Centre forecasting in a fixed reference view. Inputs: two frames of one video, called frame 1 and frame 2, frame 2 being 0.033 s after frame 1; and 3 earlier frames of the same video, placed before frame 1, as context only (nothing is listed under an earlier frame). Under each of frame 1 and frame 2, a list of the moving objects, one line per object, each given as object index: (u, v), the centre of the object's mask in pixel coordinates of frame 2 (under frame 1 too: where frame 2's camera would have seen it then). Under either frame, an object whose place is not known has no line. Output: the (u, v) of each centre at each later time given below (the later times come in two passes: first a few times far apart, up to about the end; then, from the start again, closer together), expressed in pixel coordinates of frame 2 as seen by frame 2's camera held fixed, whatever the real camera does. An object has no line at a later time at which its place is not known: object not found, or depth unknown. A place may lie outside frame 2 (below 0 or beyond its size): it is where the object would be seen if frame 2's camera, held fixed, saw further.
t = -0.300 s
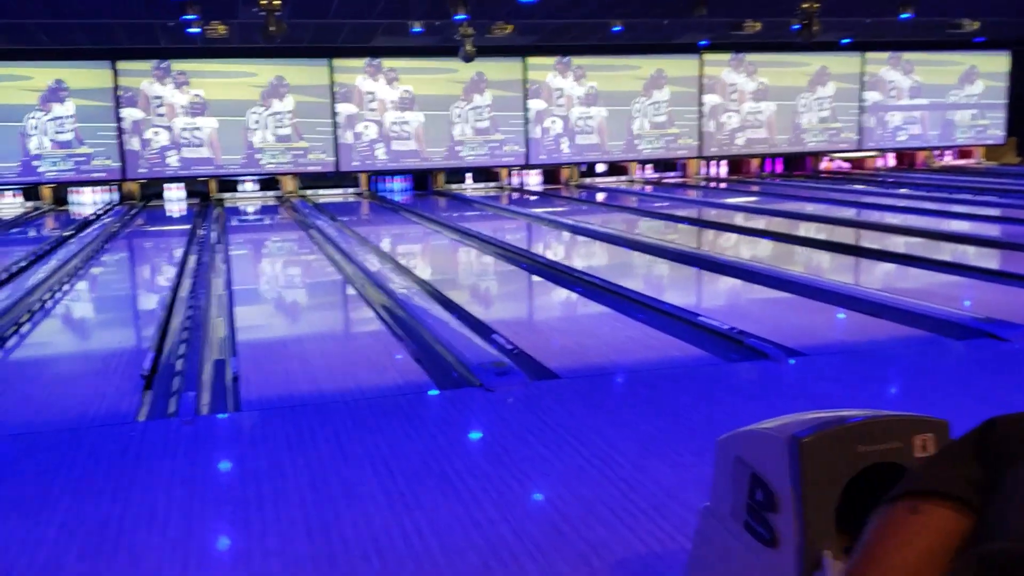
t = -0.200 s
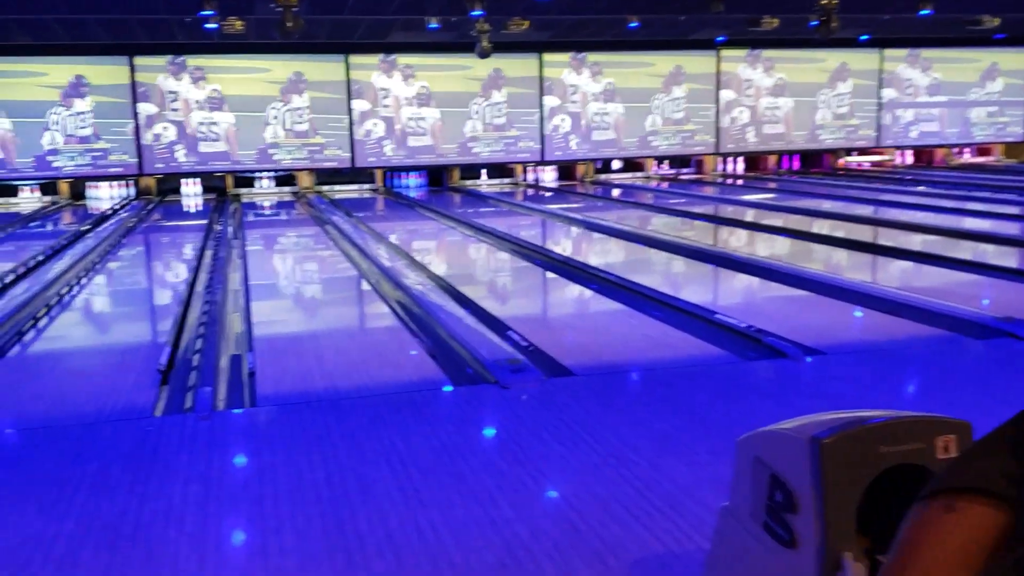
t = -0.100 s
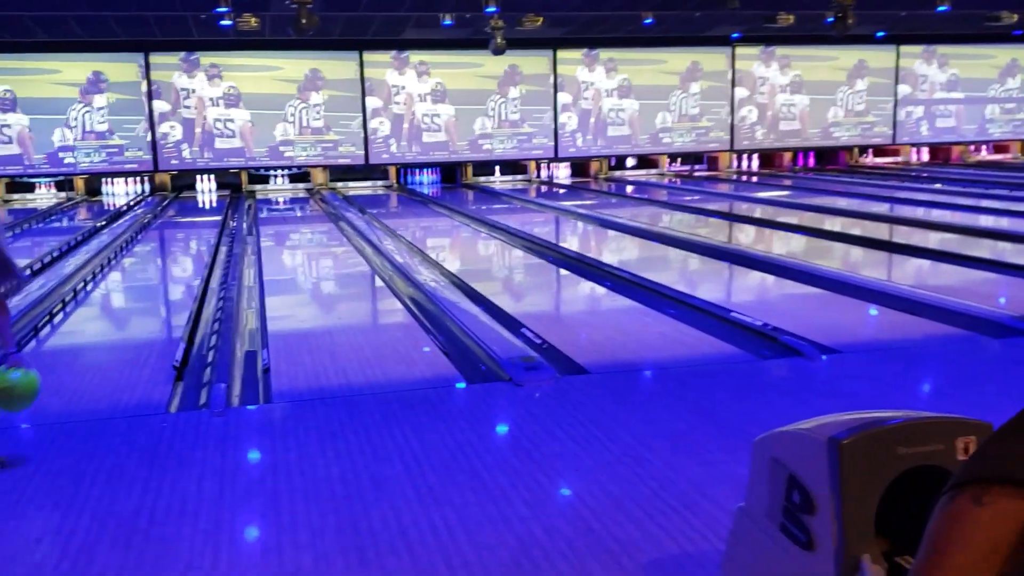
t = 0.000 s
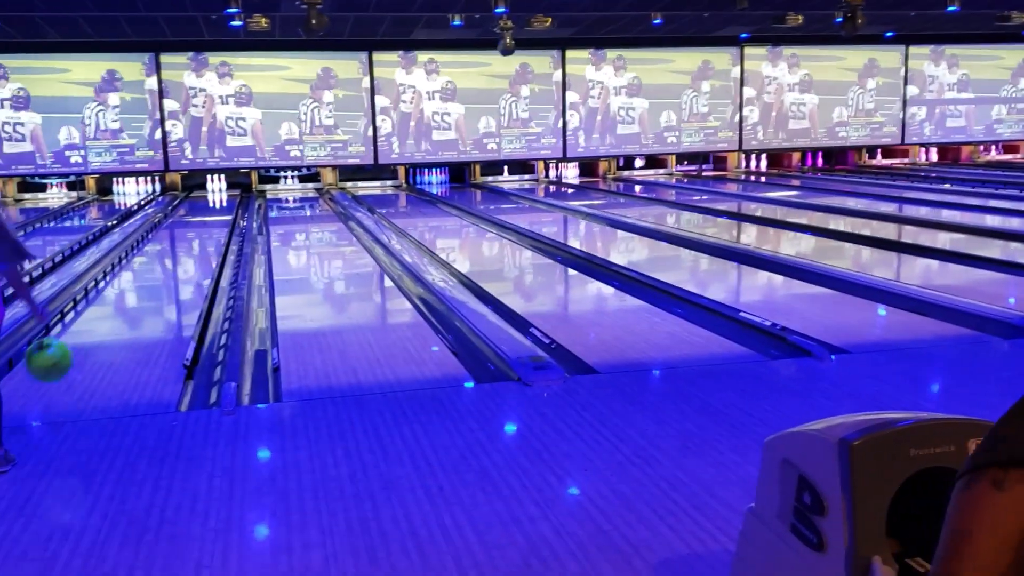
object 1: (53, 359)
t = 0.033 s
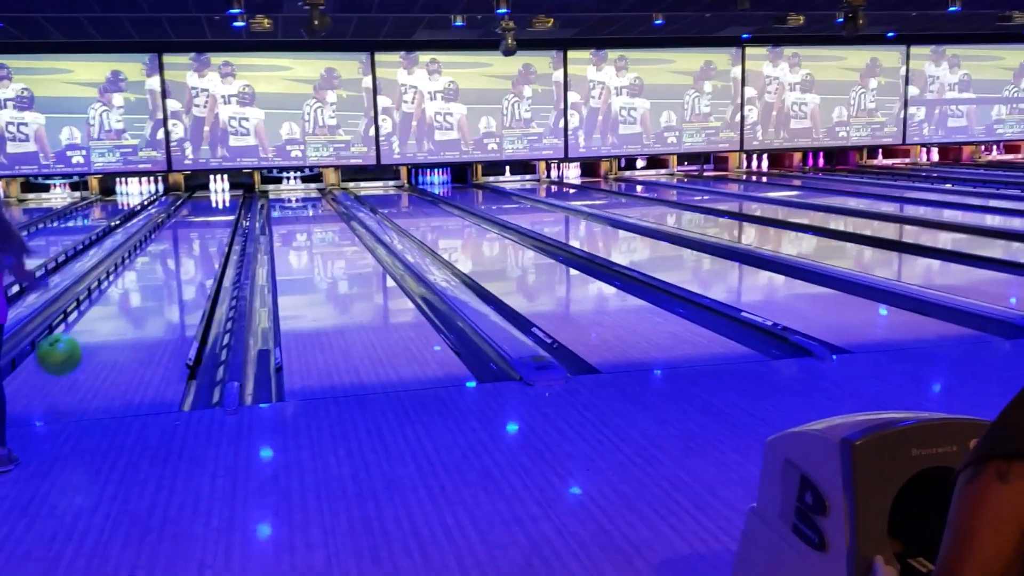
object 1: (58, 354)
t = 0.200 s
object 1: (89, 362)
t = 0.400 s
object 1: (113, 325)
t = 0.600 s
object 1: (133, 310)
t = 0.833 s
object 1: (149, 289)
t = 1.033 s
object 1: (160, 274)
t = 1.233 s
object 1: (169, 262)
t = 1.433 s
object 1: (176, 252)
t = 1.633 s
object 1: (182, 244)
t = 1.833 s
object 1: (185, 238)
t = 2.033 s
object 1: (188, 234)
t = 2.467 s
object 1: (196, 222)
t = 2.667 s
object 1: (200, 217)
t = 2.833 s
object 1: (201, 214)
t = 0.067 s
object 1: (65, 352)
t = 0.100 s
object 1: (72, 352)
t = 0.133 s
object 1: (78, 353)
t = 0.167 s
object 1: (84, 357)
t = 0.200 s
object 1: (89, 362)
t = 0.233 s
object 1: (93, 356)
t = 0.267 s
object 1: (97, 346)
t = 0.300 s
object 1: (101, 338)
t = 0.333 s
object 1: (105, 332)
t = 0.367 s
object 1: (109, 328)
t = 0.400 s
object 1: (113, 325)
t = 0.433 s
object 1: (117, 325)
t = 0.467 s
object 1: (121, 325)
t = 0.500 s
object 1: (124, 320)
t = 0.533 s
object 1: (127, 316)
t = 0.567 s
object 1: (130, 313)
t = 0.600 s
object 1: (133, 310)
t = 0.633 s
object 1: (135, 307)
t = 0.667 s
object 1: (137, 304)
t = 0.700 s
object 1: (140, 300)
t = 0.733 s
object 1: (142, 298)
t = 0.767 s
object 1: (144, 295)
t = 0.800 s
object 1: (147, 292)
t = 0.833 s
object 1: (149, 289)
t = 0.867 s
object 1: (151, 286)
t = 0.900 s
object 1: (153, 284)
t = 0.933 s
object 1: (155, 281)
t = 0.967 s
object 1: (156, 279)
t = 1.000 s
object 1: (158, 277)
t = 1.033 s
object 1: (160, 274)
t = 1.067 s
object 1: (161, 272)
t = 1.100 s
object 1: (163, 270)
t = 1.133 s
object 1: (165, 268)
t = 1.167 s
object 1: (166, 266)
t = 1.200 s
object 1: (167, 264)
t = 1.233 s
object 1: (169, 262)
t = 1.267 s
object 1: (170, 260)
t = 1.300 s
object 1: (172, 259)
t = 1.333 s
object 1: (173, 257)
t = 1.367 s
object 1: (174, 255)
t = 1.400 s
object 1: (175, 254)
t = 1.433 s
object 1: (176, 252)
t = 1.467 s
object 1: (177, 251)
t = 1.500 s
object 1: (178, 249)
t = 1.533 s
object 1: (179, 248)
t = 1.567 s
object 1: (180, 247)
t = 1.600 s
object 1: (181, 246)
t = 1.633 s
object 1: (182, 244)
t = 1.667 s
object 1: (183, 243)
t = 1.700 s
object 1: (184, 242)
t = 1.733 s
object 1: (184, 241)
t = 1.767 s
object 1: (185, 240)
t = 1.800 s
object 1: (185, 239)
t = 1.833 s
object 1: (185, 238)
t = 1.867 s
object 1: (186, 238)
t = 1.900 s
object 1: (187, 237)
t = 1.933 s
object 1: (187, 236)
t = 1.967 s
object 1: (188, 235)
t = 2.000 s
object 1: (188, 235)
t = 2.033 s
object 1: (188, 234)
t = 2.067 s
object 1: (189, 233)
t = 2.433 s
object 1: (195, 223)
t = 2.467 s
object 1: (196, 222)
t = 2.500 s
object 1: (196, 222)
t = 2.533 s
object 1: (197, 221)
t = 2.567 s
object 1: (198, 220)
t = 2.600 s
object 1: (198, 219)
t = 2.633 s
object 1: (199, 218)
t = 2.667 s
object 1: (200, 217)
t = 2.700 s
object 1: (200, 216)
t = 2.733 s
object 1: (200, 216)
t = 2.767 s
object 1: (200, 215)
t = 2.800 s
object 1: (200, 215)
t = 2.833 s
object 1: (201, 214)
